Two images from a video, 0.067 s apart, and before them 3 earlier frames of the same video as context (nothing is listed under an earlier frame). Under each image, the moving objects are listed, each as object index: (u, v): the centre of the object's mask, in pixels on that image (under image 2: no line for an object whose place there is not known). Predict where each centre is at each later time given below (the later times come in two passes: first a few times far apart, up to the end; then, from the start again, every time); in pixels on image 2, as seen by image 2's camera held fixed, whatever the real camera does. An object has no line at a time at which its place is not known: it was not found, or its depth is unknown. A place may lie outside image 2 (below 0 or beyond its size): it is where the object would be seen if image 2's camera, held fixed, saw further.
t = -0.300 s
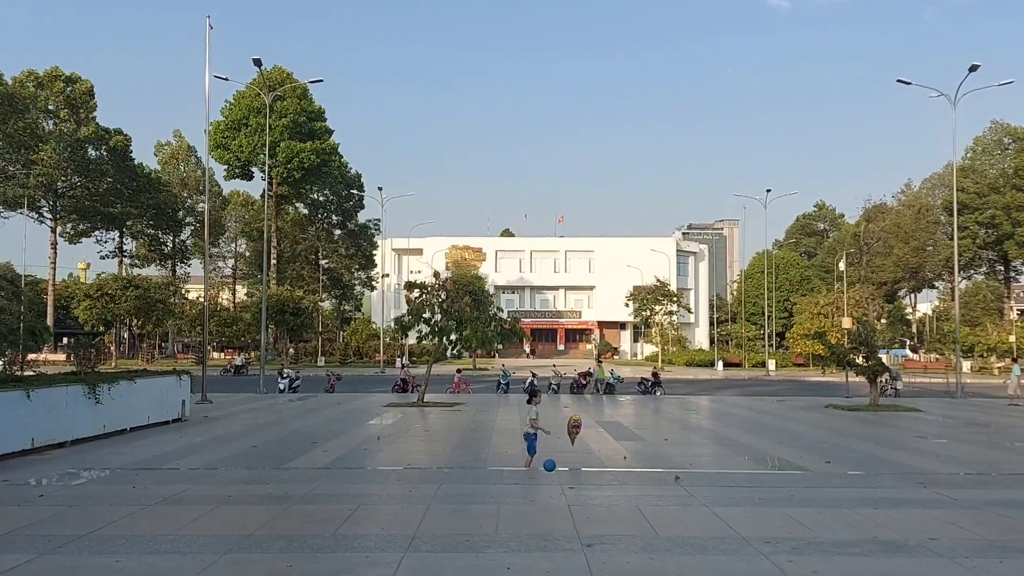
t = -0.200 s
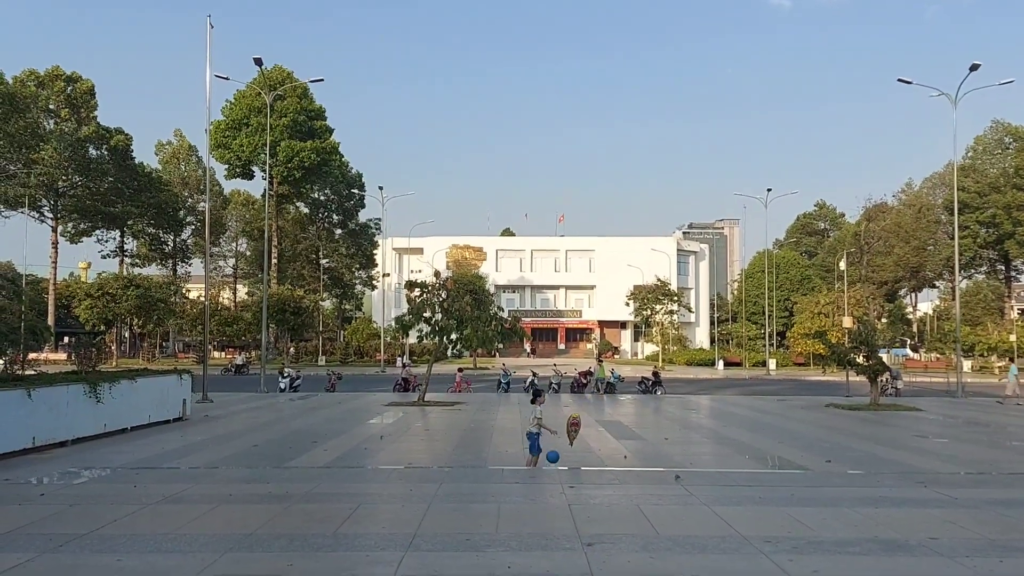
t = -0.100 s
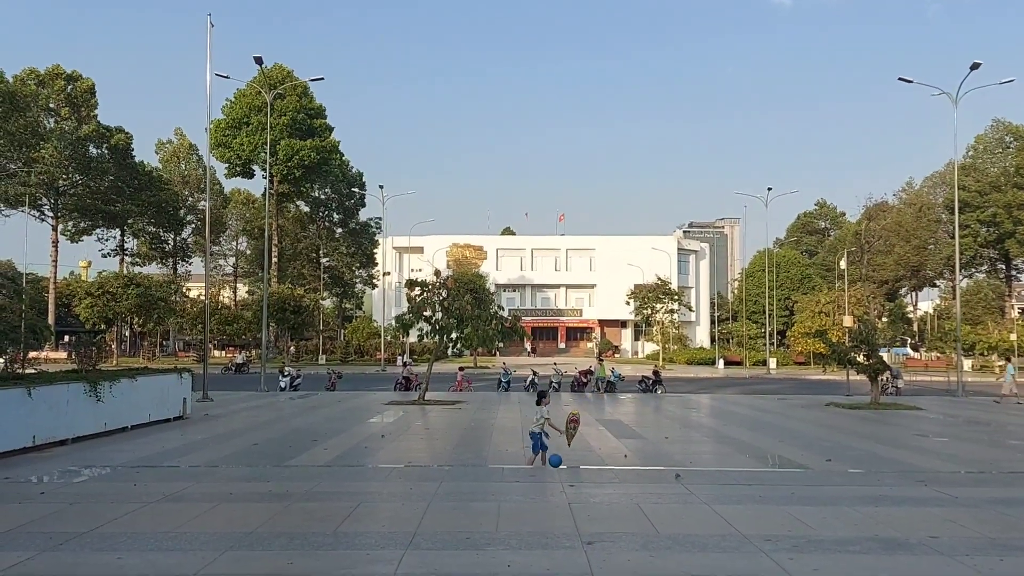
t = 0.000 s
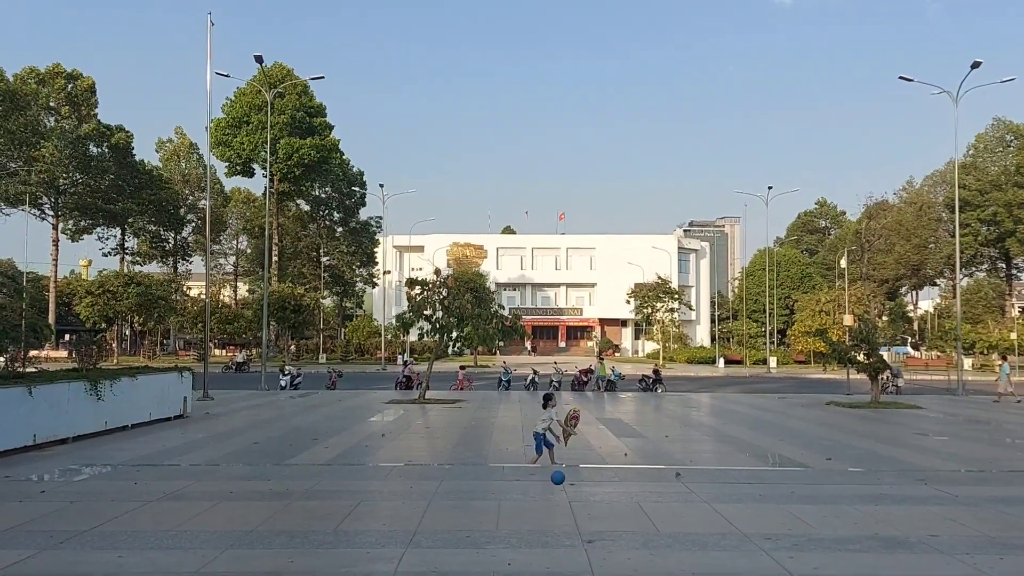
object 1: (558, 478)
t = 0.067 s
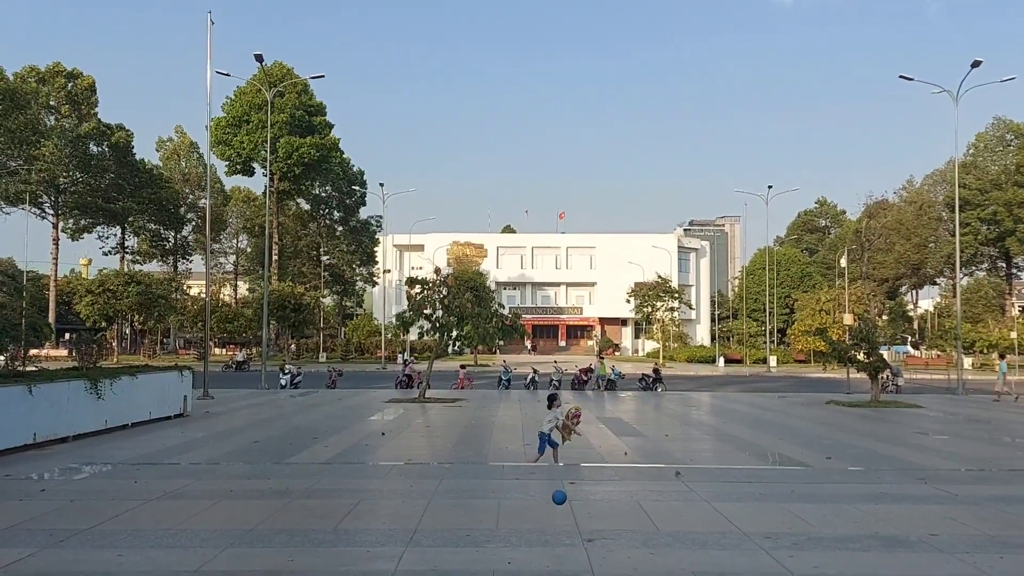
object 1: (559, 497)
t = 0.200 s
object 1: (560, 519)
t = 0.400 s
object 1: (558, 511)
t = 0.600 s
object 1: (555, 561)
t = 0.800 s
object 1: (549, 549)
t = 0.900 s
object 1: (545, 570)
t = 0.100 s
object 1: (560, 510)
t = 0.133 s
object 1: (561, 525)
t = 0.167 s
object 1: (561, 526)
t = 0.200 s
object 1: (560, 519)
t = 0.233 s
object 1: (559, 514)
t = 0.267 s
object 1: (559, 510)
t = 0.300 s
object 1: (559, 508)
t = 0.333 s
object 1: (558, 507)
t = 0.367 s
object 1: (558, 508)
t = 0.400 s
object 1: (558, 511)
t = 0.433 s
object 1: (557, 516)
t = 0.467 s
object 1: (557, 523)
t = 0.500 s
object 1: (556, 531)
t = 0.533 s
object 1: (556, 541)
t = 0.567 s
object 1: (555, 554)
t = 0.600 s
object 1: (555, 561)
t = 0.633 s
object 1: (554, 555)
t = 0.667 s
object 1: (553, 549)
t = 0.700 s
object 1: (552, 546)
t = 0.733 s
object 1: (551, 545)
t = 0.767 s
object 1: (550, 546)
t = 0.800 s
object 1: (549, 549)
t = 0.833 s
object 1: (547, 553)
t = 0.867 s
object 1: (546, 560)
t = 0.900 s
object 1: (545, 570)
